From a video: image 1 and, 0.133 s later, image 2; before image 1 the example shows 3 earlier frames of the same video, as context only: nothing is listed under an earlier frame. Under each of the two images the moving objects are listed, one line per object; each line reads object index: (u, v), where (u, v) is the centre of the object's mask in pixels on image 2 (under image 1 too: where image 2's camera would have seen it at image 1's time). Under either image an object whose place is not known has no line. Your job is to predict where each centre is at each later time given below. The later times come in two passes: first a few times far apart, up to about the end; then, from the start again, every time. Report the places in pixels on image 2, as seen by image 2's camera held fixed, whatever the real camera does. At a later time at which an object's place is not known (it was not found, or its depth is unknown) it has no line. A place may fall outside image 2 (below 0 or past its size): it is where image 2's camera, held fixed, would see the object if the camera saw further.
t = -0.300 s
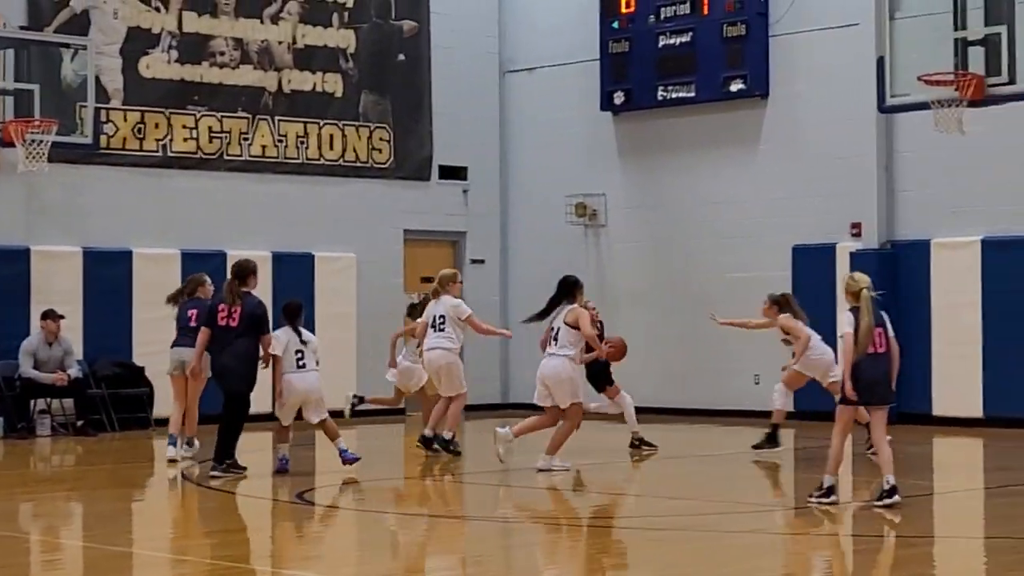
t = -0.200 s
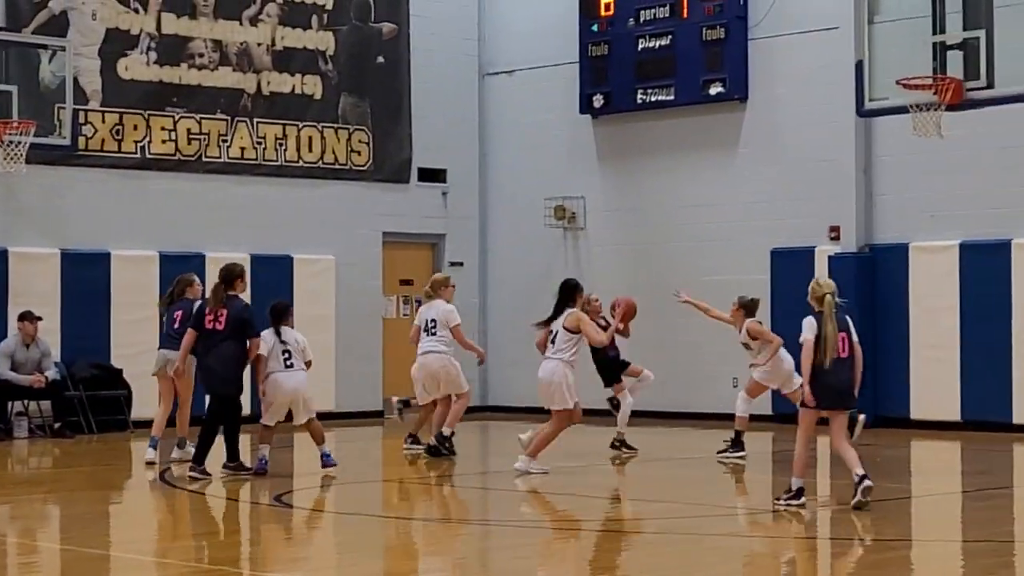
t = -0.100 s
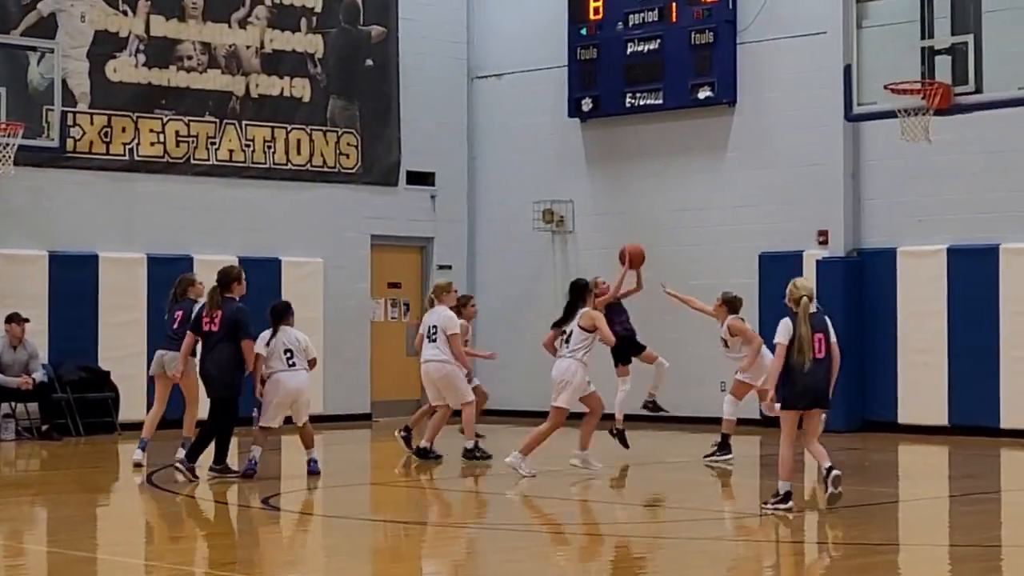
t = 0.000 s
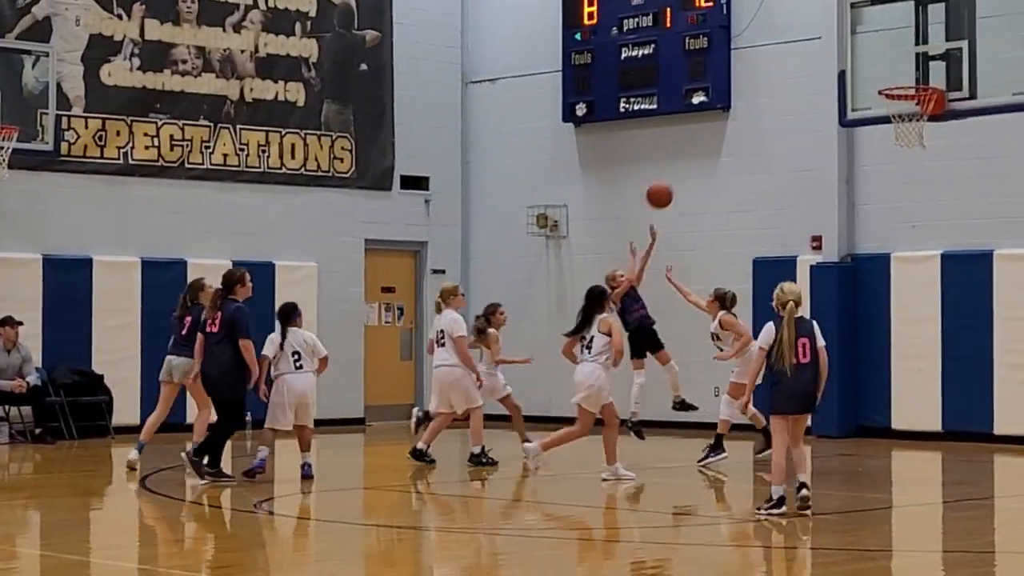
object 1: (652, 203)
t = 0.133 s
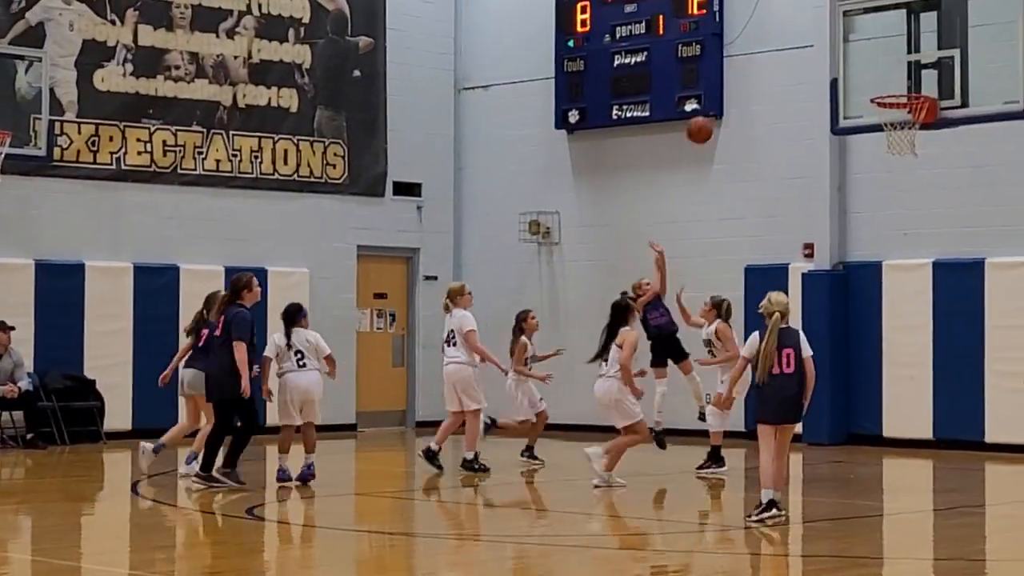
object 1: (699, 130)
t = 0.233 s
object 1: (735, 90)
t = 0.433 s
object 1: (809, 42)
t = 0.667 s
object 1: (889, 42)
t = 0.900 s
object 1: (912, 88)
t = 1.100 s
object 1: (903, 144)
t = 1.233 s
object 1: (889, 185)
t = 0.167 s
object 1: (711, 115)
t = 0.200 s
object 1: (723, 102)
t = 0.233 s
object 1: (735, 90)
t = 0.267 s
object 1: (747, 79)
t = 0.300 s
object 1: (760, 69)
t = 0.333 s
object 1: (772, 60)
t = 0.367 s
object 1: (784, 53)
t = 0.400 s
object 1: (796, 46)
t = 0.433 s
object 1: (809, 42)
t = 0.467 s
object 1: (821, 38)
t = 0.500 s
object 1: (833, 36)
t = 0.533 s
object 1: (845, 35)
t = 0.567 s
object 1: (858, 34)
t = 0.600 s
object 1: (871, 36)
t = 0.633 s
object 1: (883, 39)
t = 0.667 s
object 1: (889, 42)
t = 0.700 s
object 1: (892, 45)
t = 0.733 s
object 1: (895, 50)
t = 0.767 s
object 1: (899, 56)
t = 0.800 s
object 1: (902, 64)
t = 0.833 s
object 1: (905, 73)
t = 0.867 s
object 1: (908, 82)
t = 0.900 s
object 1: (912, 88)
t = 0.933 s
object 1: (914, 110)
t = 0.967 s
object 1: (915, 120)
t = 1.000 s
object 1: (913, 127)
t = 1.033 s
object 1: (909, 132)
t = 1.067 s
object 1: (906, 139)
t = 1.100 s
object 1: (903, 144)
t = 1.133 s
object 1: (899, 152)
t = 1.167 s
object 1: (896, 162)
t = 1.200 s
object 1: (892, 173)
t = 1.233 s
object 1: (889, 185)
